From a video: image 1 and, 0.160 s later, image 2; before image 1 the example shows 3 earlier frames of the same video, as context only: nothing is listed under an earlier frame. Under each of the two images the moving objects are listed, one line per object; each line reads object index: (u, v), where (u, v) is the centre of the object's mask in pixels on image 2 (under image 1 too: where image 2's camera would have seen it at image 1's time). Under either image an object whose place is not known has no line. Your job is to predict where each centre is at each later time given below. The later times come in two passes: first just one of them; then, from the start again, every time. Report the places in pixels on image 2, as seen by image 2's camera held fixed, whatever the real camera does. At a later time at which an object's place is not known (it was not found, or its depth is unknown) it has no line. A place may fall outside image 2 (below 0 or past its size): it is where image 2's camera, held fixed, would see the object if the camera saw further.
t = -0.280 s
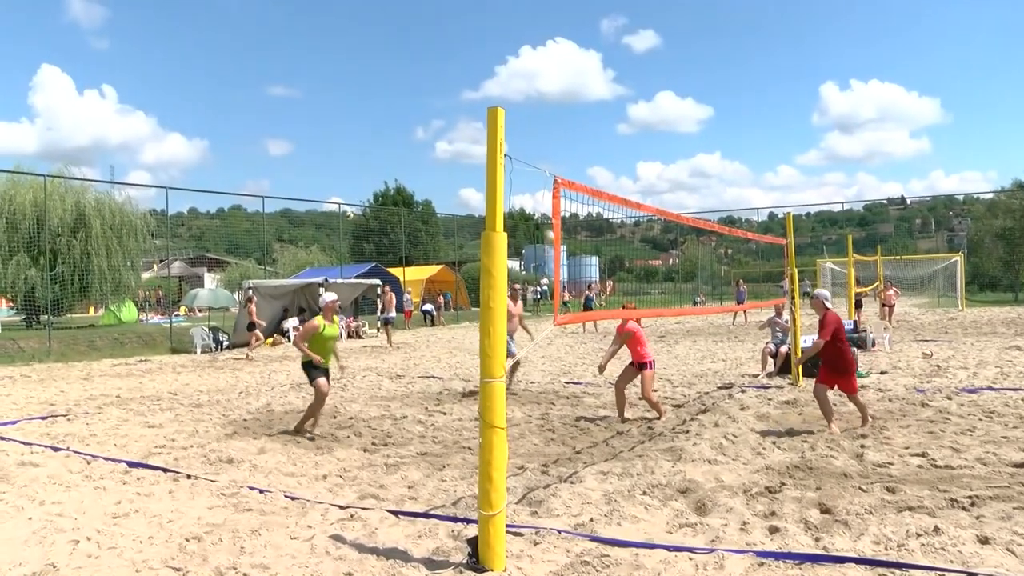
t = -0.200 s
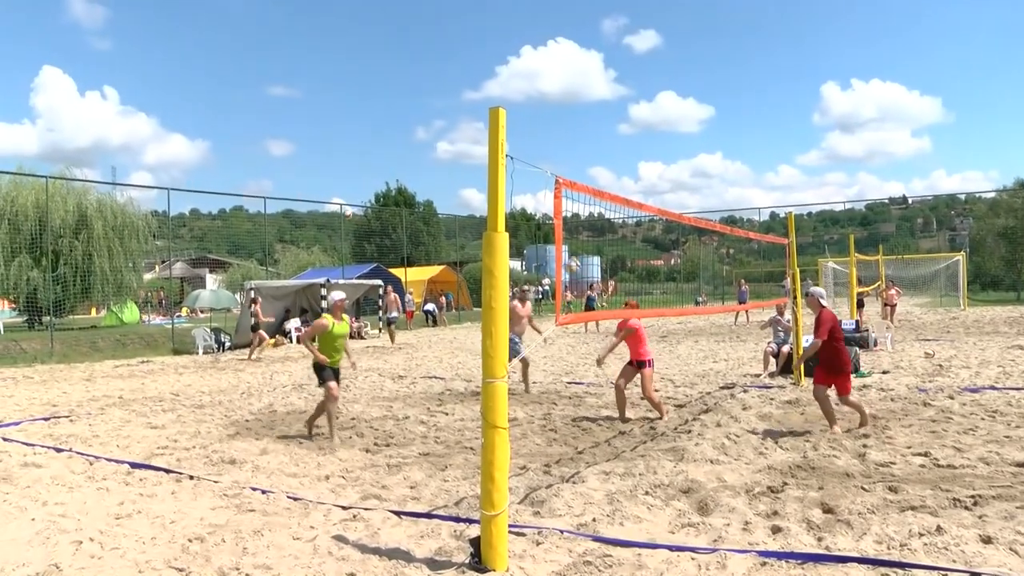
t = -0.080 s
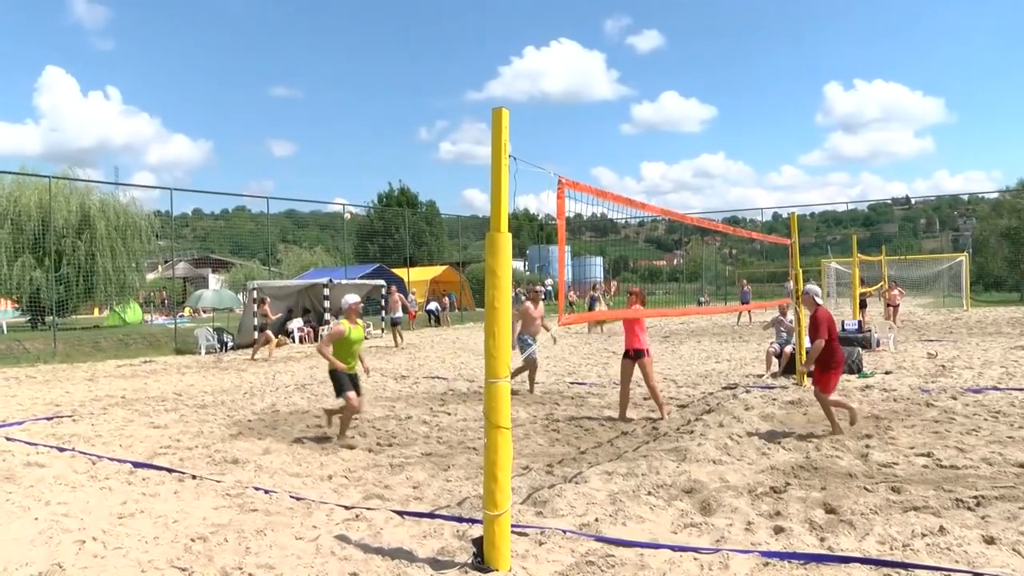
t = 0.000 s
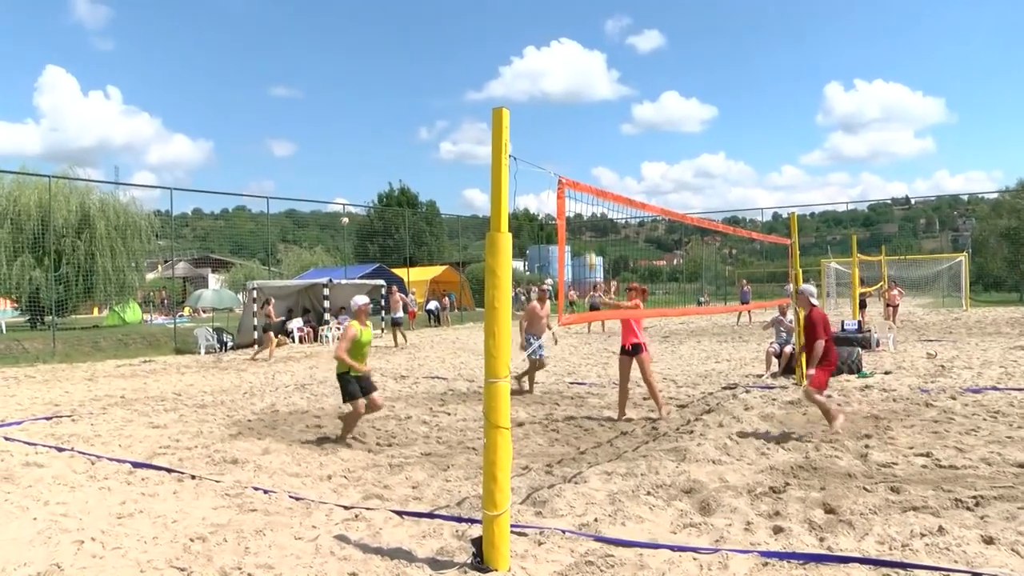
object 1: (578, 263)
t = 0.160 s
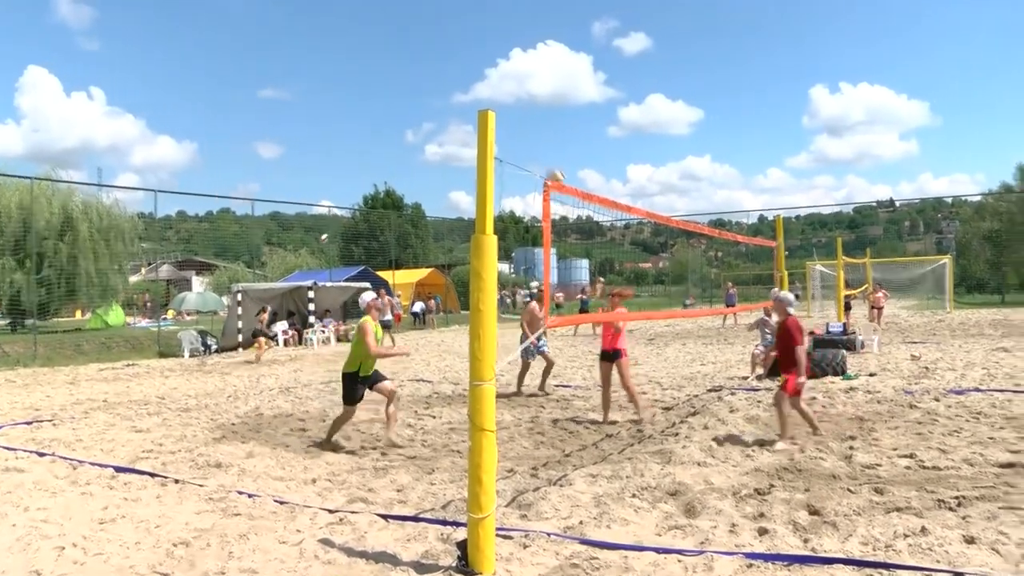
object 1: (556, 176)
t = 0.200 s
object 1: (551, 159)
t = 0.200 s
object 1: (551, 159)
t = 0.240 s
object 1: (545, 140)
